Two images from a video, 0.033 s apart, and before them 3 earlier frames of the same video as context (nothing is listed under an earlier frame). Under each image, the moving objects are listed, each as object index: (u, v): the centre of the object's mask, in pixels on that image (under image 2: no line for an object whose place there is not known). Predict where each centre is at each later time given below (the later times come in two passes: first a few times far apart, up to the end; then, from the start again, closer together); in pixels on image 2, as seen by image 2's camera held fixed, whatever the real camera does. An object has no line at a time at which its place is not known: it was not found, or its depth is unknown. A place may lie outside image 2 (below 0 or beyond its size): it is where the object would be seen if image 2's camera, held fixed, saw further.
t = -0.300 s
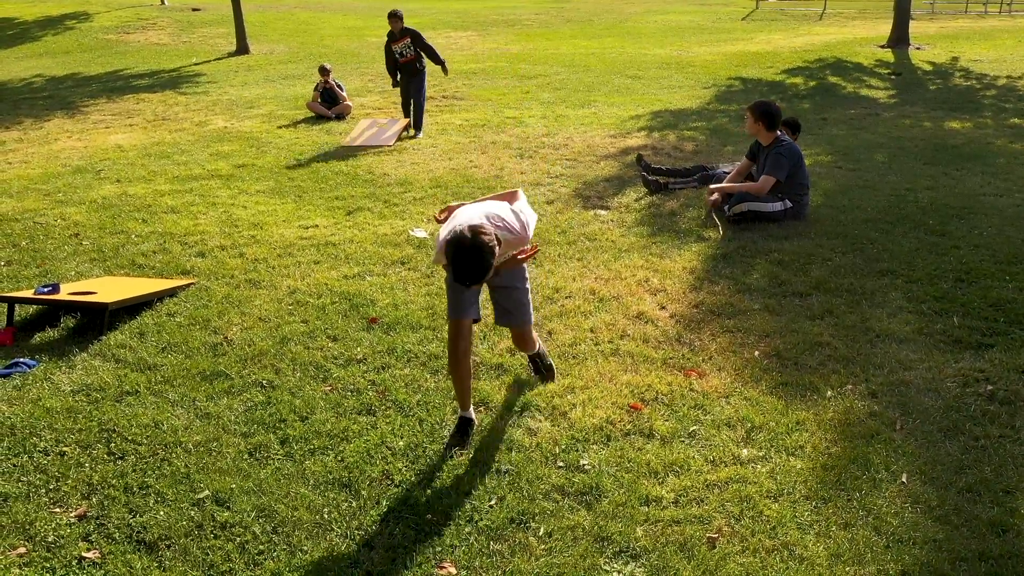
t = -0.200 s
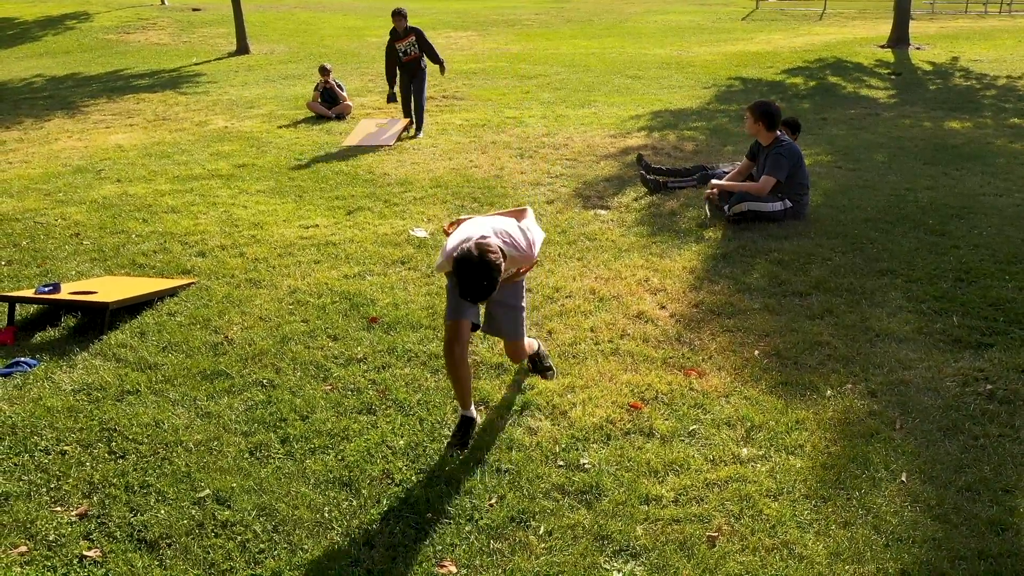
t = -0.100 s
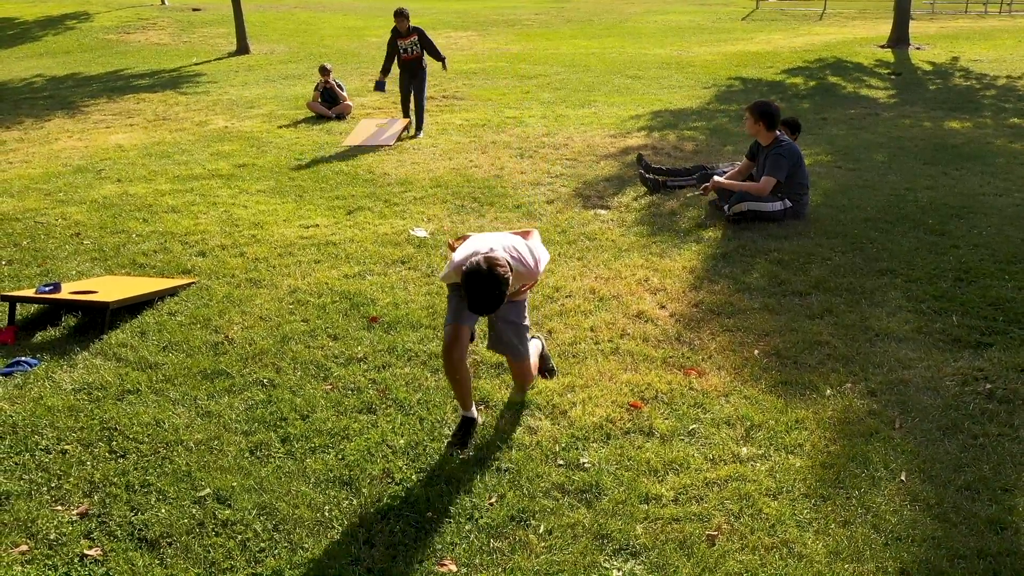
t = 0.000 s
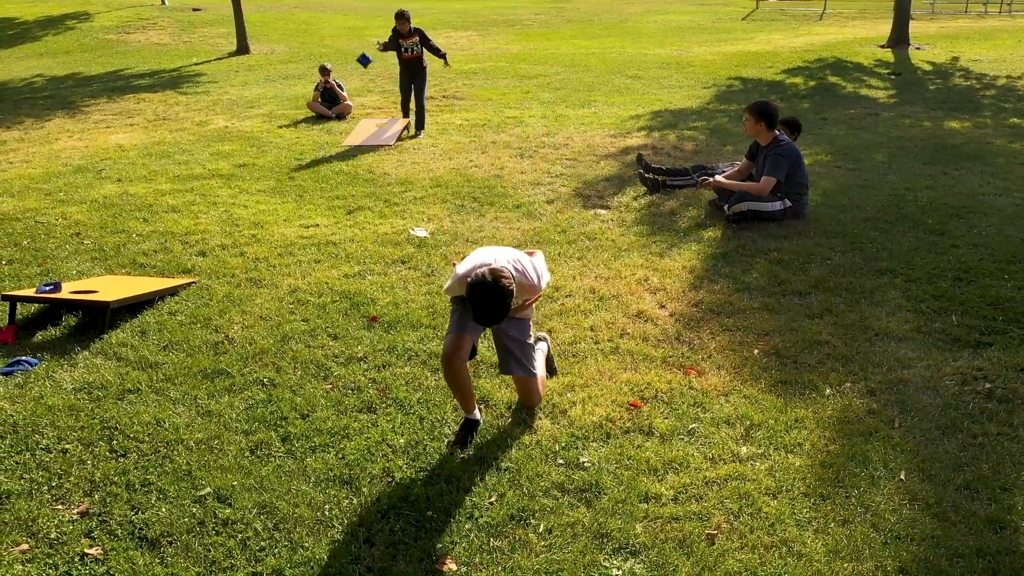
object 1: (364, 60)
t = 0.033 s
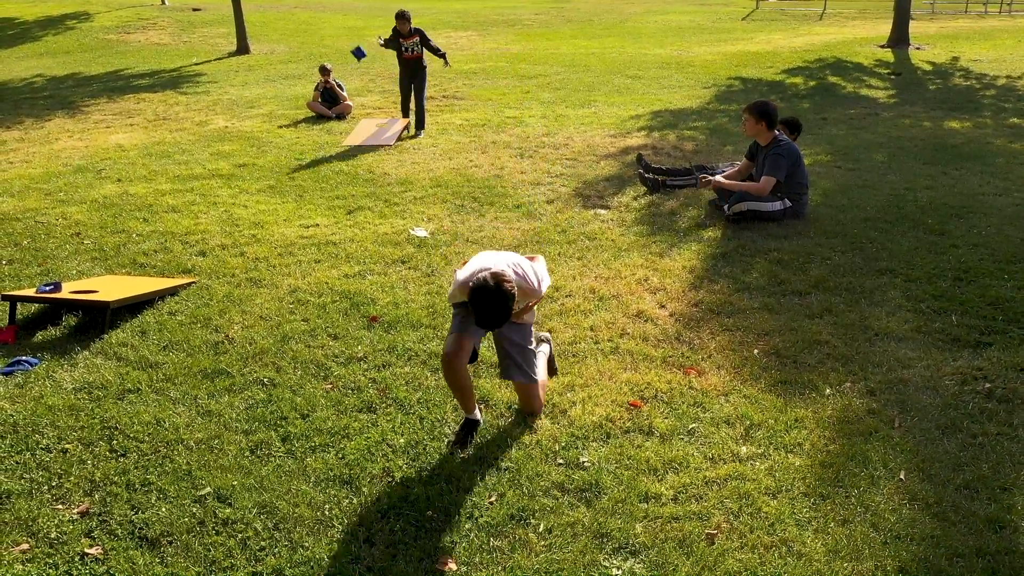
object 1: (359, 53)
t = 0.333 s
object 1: (293, 35)
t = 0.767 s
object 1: (136, 263)
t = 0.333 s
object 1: (293, 35)
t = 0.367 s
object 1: (284, 40)
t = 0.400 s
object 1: (274, 46)
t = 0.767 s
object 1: (136, 263)
